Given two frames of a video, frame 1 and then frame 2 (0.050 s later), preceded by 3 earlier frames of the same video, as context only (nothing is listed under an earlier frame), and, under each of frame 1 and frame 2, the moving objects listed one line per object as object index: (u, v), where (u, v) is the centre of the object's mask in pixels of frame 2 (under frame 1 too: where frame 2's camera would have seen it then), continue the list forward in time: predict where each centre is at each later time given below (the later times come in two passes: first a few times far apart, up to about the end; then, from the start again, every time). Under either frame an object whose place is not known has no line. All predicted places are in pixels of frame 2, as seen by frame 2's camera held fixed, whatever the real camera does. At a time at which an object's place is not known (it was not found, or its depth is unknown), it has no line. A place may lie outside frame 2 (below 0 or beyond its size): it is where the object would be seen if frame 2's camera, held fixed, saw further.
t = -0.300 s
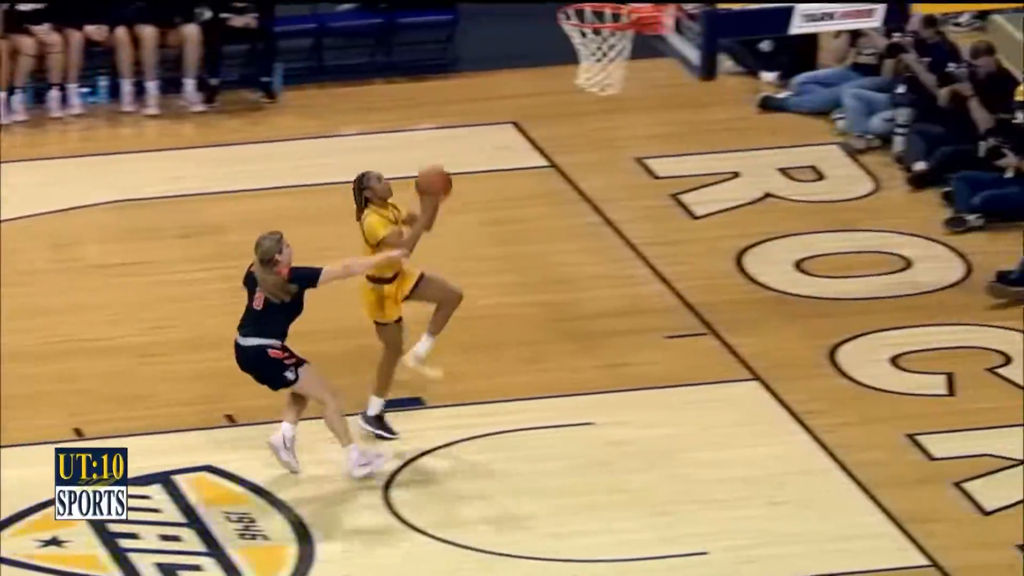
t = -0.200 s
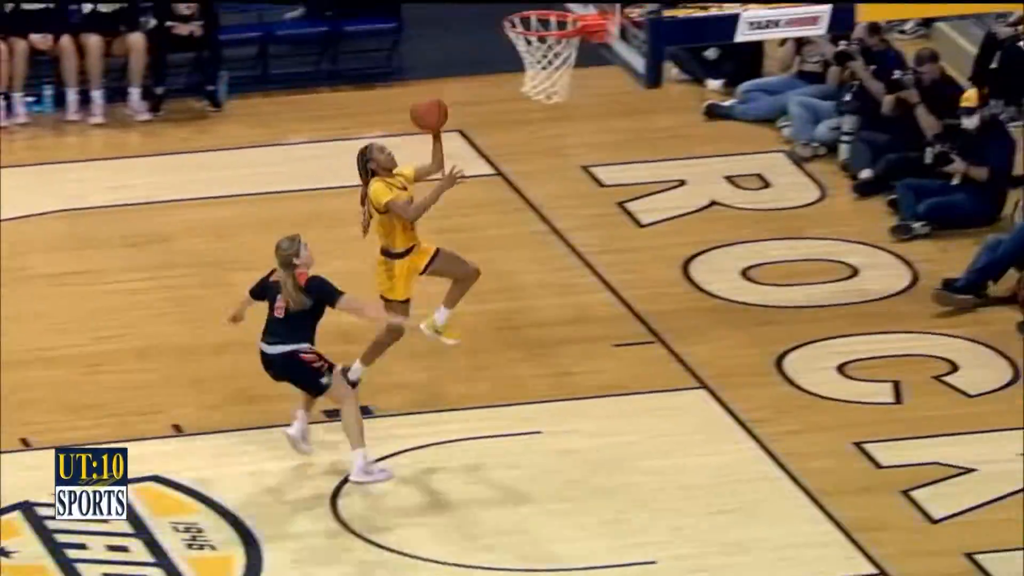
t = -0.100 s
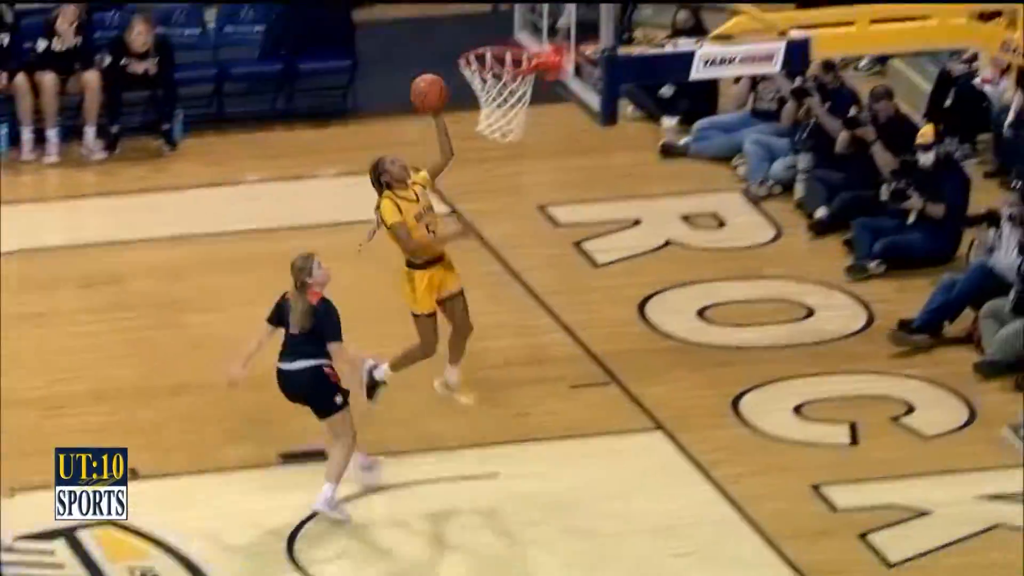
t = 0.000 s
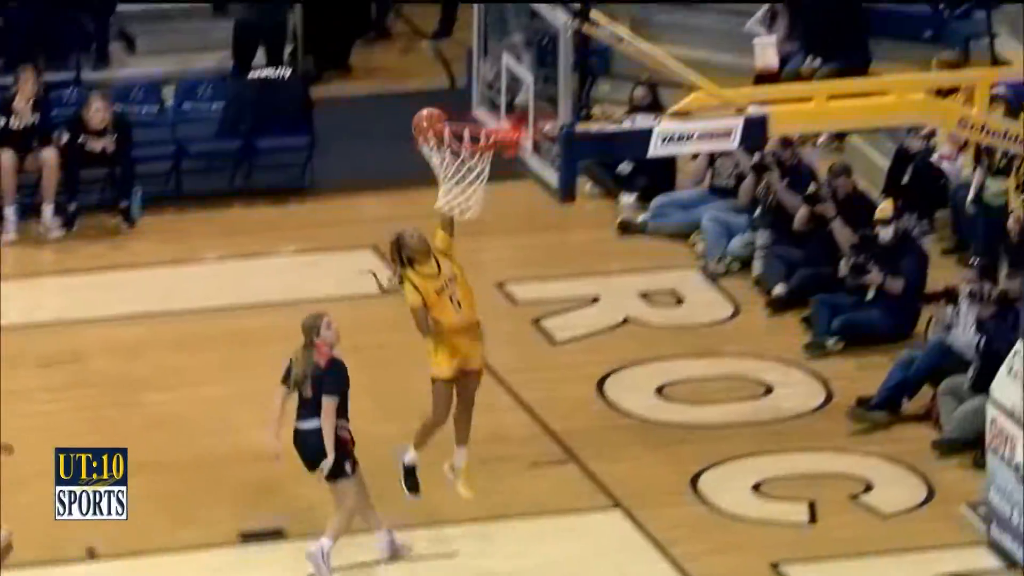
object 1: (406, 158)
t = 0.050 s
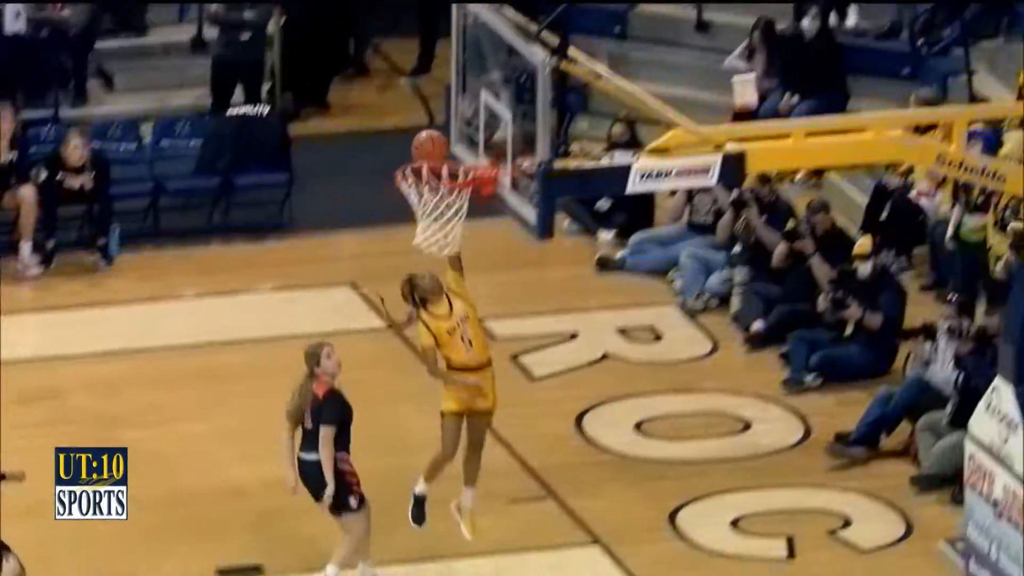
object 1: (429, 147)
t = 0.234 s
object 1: (429, 145)
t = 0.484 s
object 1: (408, 154)
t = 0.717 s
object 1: (418, 174)
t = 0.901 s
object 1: (428, 234)
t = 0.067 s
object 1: (437, 144)
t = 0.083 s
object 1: (443, 143)
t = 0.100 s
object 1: (448, 140)
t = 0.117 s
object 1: (451, 139)
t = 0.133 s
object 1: (449, 138)
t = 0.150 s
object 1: (446, 138)
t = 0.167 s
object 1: (444, 138)
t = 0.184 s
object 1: (441, 139)
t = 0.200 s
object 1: (436, 141)
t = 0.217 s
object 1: (431, 144)
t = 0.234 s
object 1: (429, 145)
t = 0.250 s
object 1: (427, 147)
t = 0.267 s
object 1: (425, 146)
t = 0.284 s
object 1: (422, 145)
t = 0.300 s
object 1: (422, 144)
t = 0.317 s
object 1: (420, 144)
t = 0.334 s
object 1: (419, 144)
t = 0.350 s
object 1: (417, 145)
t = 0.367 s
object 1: (415, 145)
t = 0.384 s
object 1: (414, 146)
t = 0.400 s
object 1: (412, 148)
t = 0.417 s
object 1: (411, 150)
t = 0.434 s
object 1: (408, 153)
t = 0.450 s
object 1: (408, 153)
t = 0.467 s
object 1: (408, 154)
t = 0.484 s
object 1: (408, 154)
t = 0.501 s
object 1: (407, 154)
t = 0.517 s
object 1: (407, 155)
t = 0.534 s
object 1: (407, 157)
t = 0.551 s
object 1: (407, 159)
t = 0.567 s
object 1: (407, 161)
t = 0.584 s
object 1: (407, 163)
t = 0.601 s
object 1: (409, 163)
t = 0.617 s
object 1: (410, 164)
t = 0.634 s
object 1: (411, 165)
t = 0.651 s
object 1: (412, 167)
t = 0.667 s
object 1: (413, 168)
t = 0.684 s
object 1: (414, 170)
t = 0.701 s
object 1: (416, 172)
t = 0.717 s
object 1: (418, 174)
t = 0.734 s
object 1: (418, 177)
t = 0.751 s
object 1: (420, 183)
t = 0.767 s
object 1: (424, 188)
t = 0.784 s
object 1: (422, 193)
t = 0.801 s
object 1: (422, 199)
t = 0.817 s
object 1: (424, 205)
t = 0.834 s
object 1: (426, 210)
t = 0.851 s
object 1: (428, 215)
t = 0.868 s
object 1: (430, 218)
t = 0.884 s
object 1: (430, 221)
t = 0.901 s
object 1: (428, 234)
